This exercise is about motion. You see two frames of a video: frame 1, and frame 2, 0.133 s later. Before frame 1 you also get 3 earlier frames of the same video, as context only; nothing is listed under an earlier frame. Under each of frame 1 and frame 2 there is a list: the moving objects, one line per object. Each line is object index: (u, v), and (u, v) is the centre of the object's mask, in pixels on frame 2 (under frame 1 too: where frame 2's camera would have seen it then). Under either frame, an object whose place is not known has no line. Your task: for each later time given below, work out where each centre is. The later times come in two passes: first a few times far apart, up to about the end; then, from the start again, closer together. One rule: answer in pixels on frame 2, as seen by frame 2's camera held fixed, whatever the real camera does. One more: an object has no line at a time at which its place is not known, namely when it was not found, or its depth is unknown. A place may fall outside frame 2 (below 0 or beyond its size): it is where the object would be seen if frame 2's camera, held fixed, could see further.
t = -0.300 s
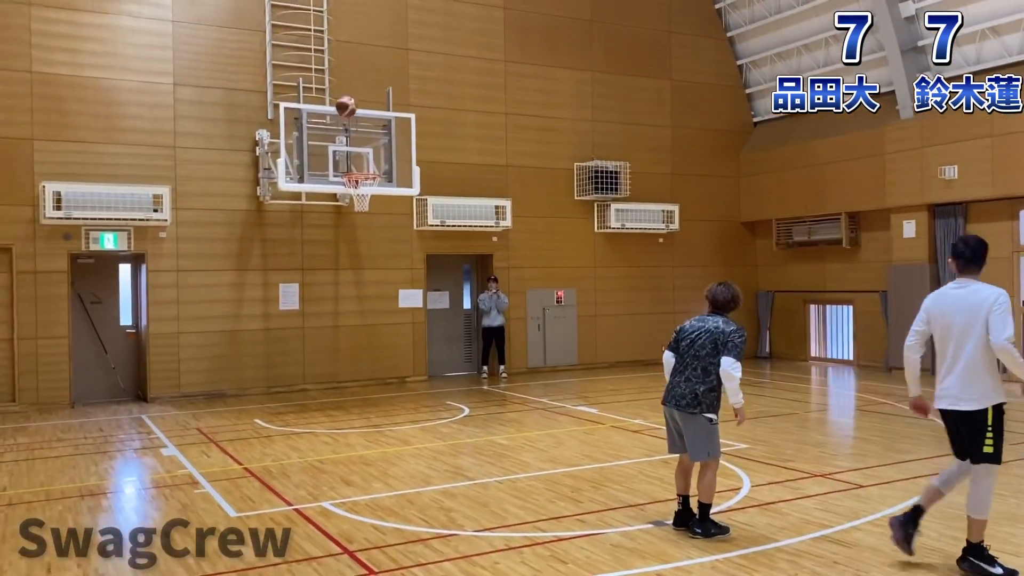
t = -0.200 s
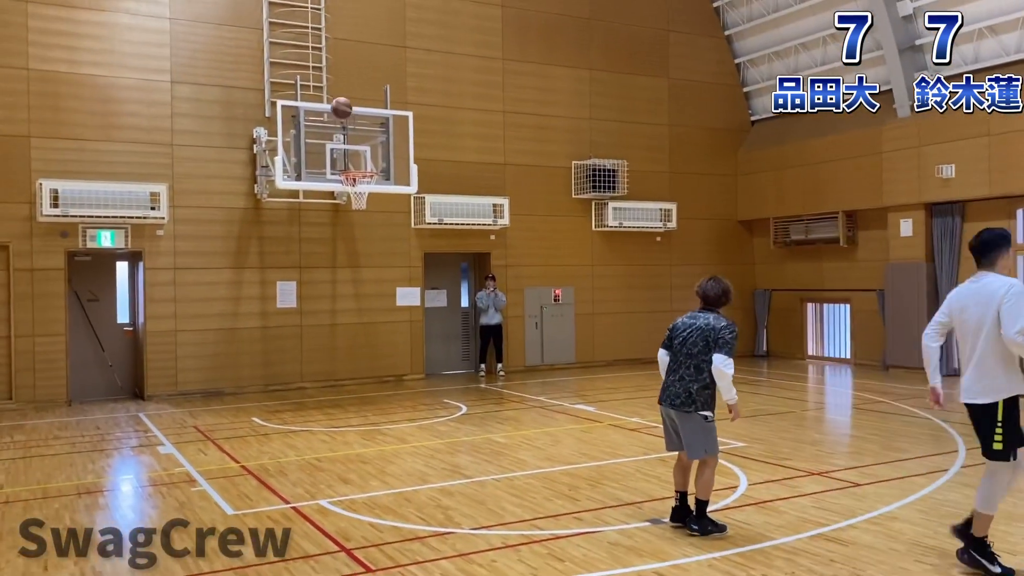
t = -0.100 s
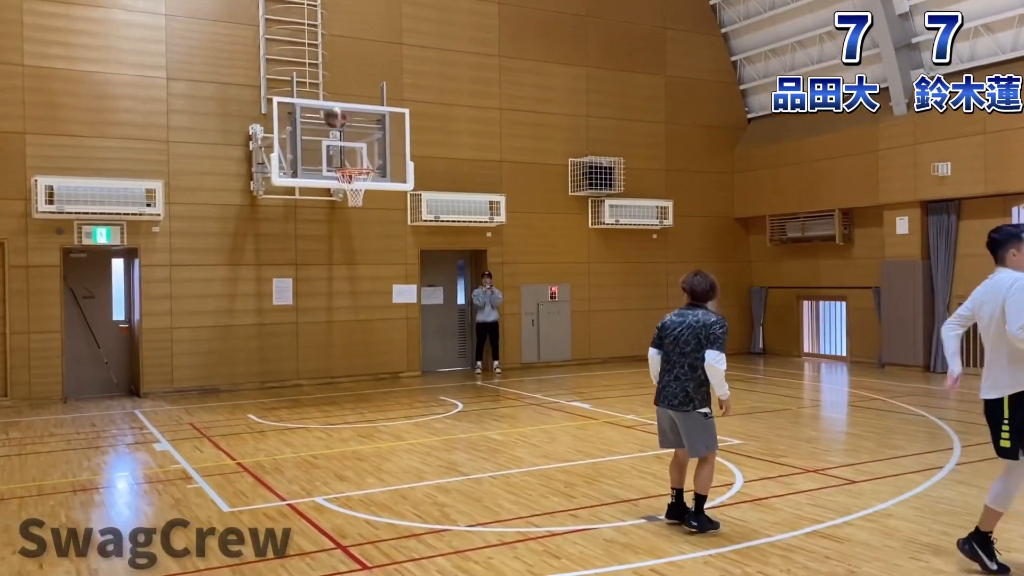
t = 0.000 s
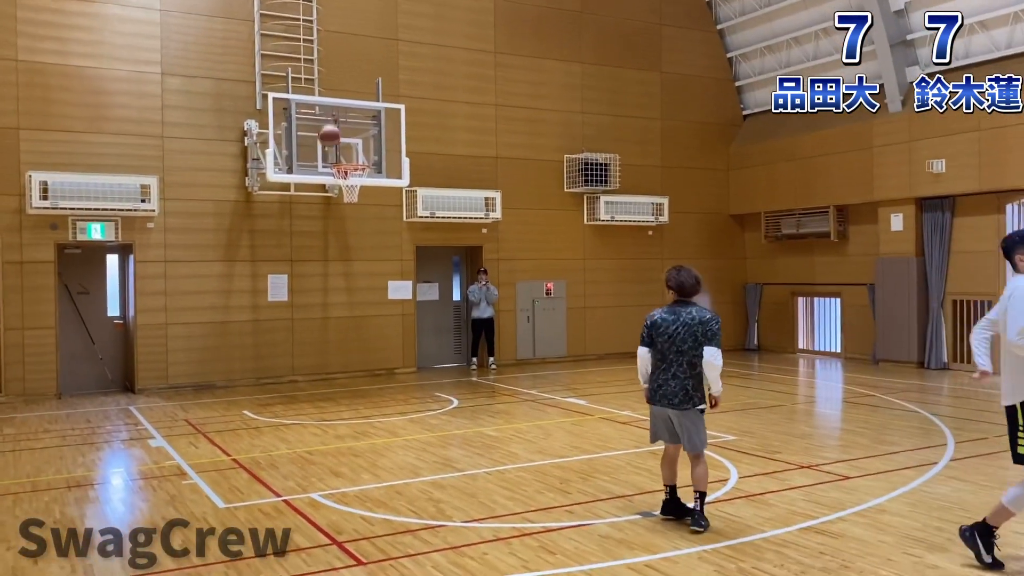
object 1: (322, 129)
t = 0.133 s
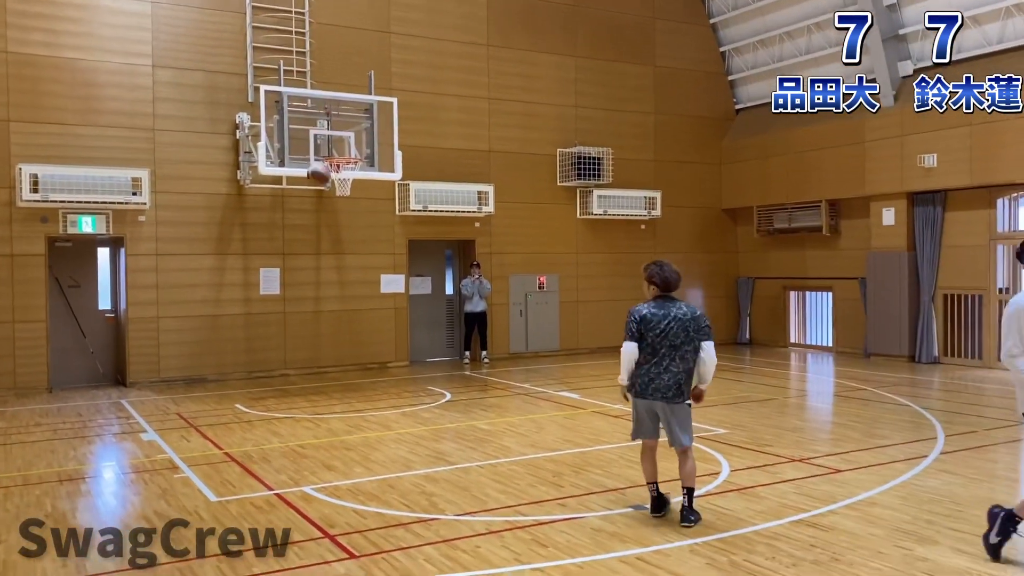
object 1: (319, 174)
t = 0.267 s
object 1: (317, 239)
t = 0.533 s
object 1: (312, 432)
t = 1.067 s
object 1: (259, 212)
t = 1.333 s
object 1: (229, 217)
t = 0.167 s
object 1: (319, 190)
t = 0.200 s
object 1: (317, 204)
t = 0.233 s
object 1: (316, 222)
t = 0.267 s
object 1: (317, 239)
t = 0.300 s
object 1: (316, 258)
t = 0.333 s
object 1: (316, 279)
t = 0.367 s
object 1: (315, 301)
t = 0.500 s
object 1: (313, 404)
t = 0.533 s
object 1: (312, 432)
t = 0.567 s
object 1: (309, 410)
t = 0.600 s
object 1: (305, 390)
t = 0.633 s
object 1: (302, 371)
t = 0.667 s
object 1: (300, 353)
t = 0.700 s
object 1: (296, 336)
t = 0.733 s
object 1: (292, 319)
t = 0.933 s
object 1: (272, 242)
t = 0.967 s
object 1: (269, 233)
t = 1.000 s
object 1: (266, 225)
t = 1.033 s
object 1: (263, 218)
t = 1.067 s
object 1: (259, 212)
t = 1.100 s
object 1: (256, 208)
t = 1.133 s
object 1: (252, 205)
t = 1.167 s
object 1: (248, 203)
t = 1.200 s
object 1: (244, 203)
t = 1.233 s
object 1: (241, 204)
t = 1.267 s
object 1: (236, 207)
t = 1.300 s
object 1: (233, 210)
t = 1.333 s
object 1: (229, 217)
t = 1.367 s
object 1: (225, 225)
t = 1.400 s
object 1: (222, 233)
